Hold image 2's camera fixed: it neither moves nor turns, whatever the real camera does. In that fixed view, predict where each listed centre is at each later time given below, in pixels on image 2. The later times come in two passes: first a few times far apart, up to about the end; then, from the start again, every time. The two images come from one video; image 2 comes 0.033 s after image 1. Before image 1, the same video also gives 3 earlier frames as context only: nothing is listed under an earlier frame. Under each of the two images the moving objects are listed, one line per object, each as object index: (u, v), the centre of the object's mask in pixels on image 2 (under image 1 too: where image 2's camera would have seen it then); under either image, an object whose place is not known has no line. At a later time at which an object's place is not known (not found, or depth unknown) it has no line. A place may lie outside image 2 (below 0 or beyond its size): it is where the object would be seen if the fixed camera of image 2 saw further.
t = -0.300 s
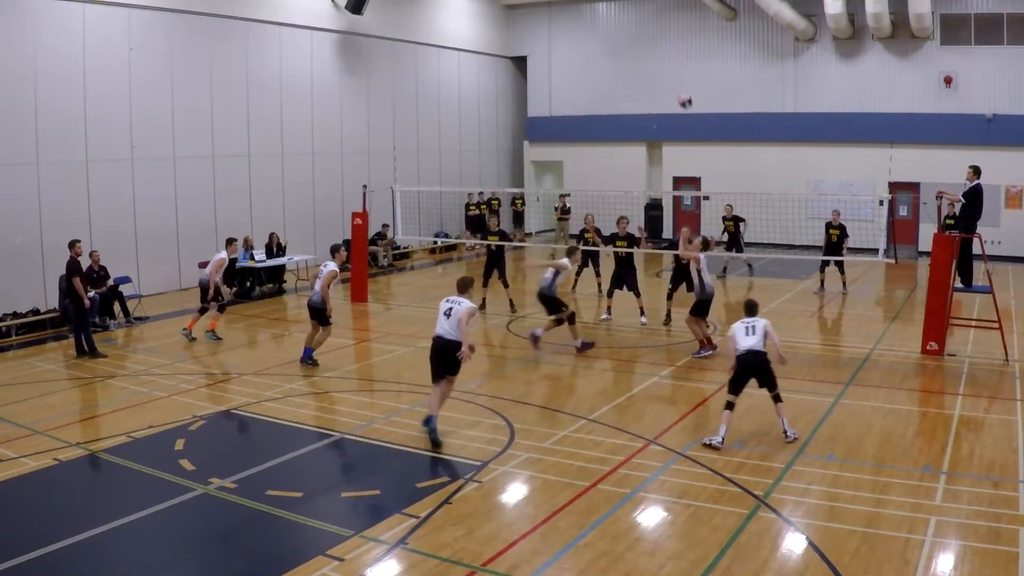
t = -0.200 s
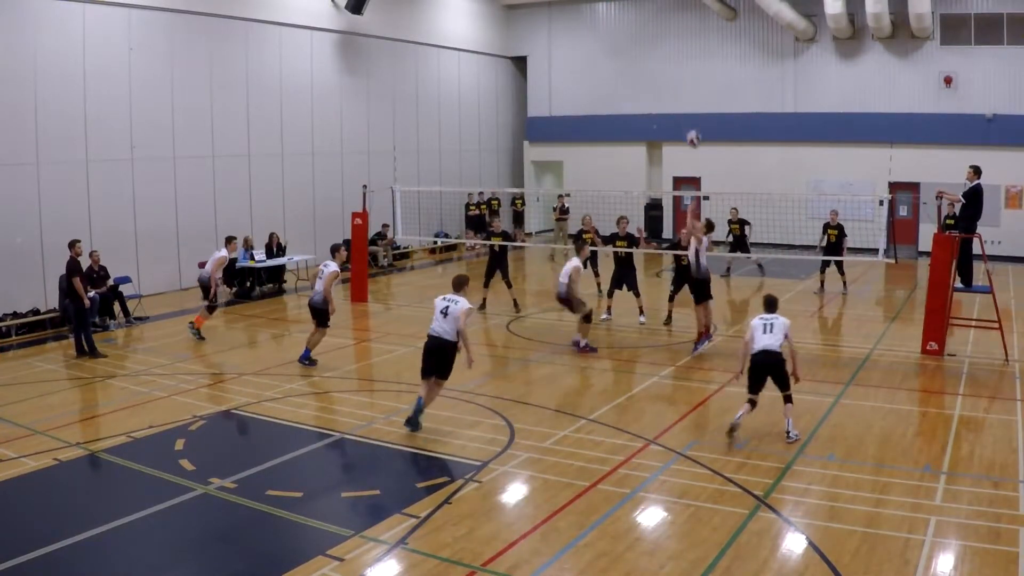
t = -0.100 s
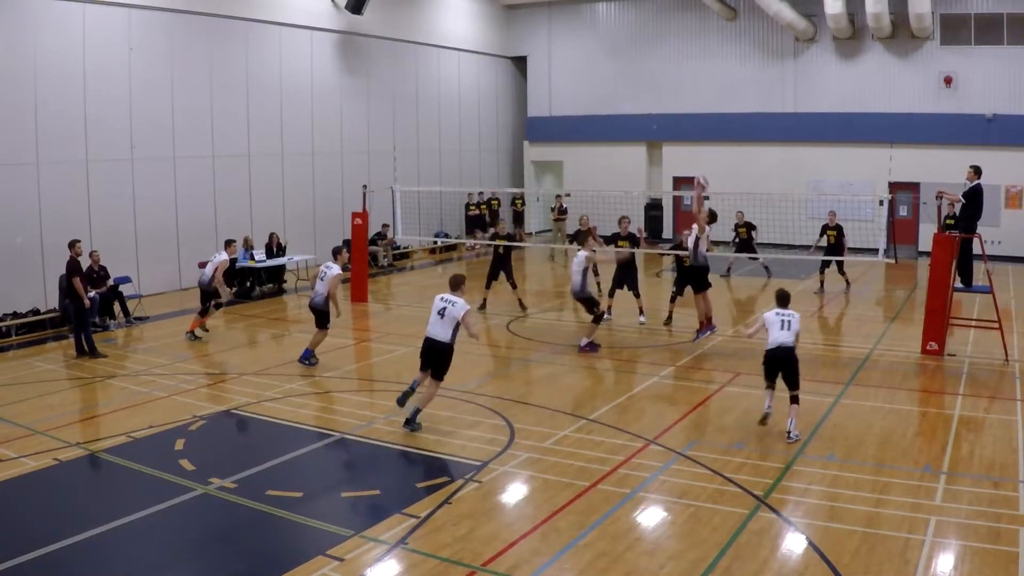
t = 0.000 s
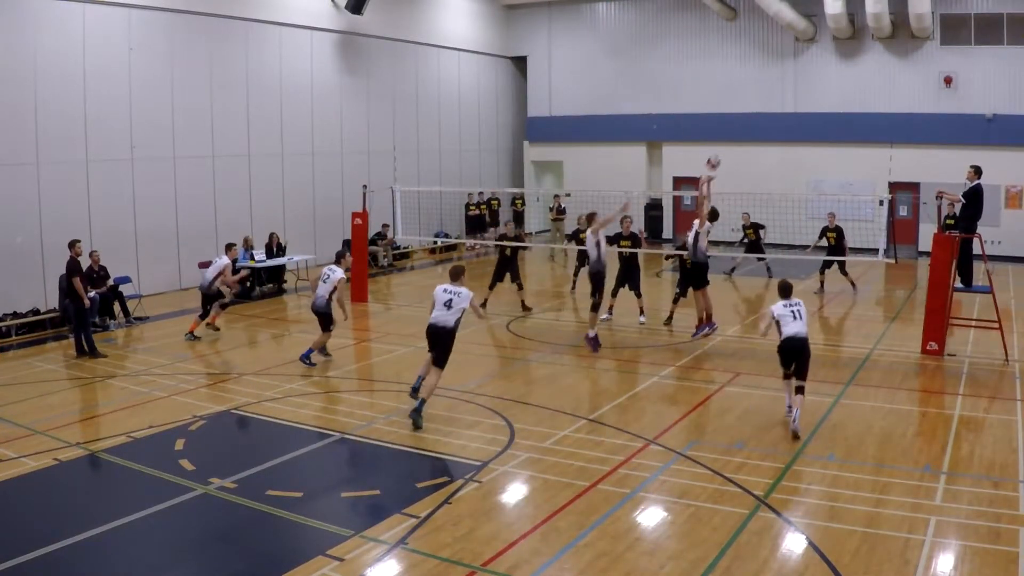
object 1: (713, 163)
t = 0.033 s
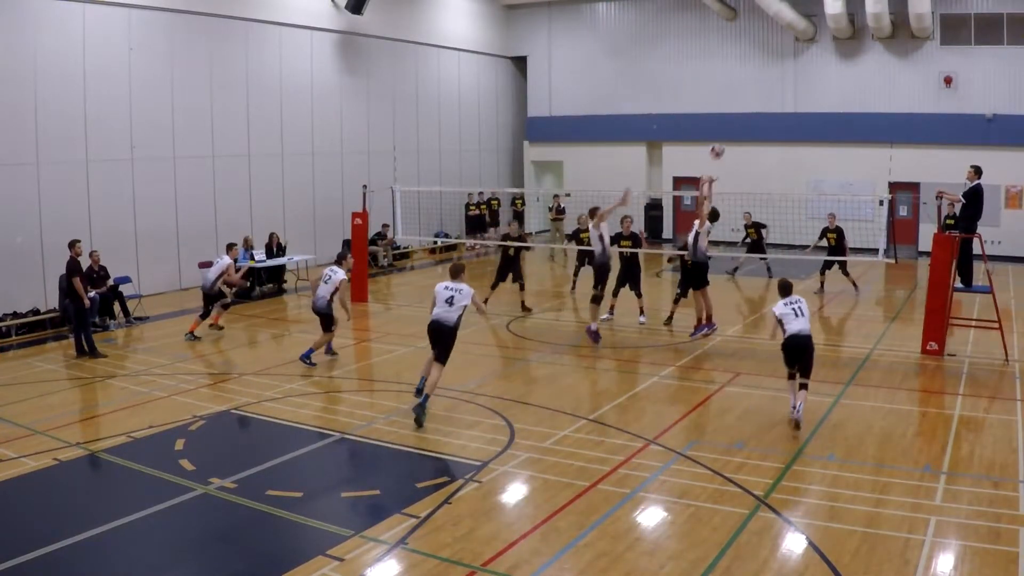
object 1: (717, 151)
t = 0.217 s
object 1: (739, 101)
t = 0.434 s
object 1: (766, 74)
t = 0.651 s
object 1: (793, 78)
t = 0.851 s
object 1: (817, 112)
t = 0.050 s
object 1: (719, 145)
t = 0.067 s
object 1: (721, 139)
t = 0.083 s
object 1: (723, 134)
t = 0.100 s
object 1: (725, 129)
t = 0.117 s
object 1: (726, 125)
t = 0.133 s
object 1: (728, 120)
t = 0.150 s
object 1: (730, 116)
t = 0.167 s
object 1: (733, 112)
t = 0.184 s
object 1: (735, 108)
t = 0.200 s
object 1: (737, 104)
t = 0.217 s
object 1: (739, 101)
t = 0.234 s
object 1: (741, 98)
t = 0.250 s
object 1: (743, 94)
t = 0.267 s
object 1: (745, 92)
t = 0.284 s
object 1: (747, 89)
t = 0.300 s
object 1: (749, 87)
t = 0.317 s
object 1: (751, 84)
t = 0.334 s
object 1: (753, 82)
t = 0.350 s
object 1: (755, 80)
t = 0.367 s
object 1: (758, 79)
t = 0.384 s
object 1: (759, 77)
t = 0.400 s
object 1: (762, 76)
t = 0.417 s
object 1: (764, 74)
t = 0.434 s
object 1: (766, 74)
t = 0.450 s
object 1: (768, 72)
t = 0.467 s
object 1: (770, 72)
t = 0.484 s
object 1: (772, 72)
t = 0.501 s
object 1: (774, 72)
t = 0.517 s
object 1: (776, 71)
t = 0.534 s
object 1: (778, 71)
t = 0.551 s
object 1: (780, 72)
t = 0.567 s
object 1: (782, 72)
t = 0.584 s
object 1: (784, 73)
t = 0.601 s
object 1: (786, 74)
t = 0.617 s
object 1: (789, 75)
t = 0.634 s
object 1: (791, 76)
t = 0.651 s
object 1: (793, 78)
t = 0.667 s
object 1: (795, 80)
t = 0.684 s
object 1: (797, 81)
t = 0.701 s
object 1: (799, 84)
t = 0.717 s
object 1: (801, 86)
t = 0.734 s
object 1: (803, 89)
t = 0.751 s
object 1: (805, 91)
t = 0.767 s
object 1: (807, 94)
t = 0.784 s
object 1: (809, 97)
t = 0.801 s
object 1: (812, 101)
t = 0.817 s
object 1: (813, 104)
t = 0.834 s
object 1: (815, 108)
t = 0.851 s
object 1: (817, 112)
